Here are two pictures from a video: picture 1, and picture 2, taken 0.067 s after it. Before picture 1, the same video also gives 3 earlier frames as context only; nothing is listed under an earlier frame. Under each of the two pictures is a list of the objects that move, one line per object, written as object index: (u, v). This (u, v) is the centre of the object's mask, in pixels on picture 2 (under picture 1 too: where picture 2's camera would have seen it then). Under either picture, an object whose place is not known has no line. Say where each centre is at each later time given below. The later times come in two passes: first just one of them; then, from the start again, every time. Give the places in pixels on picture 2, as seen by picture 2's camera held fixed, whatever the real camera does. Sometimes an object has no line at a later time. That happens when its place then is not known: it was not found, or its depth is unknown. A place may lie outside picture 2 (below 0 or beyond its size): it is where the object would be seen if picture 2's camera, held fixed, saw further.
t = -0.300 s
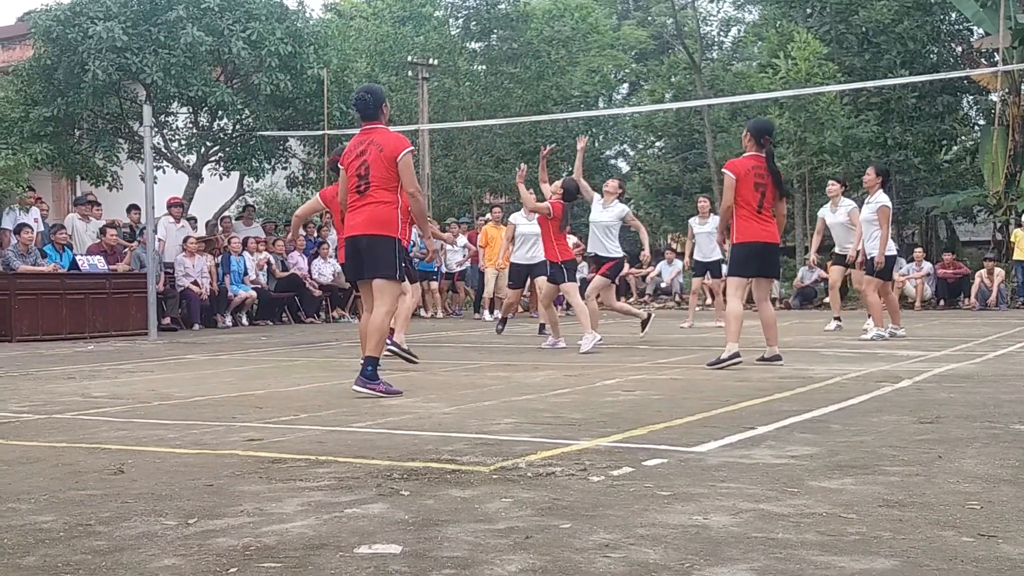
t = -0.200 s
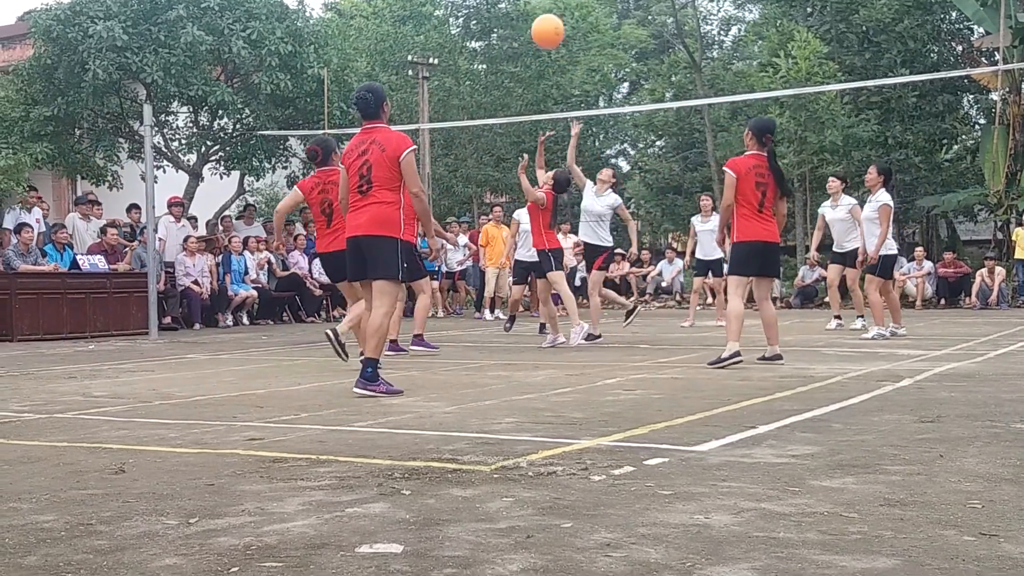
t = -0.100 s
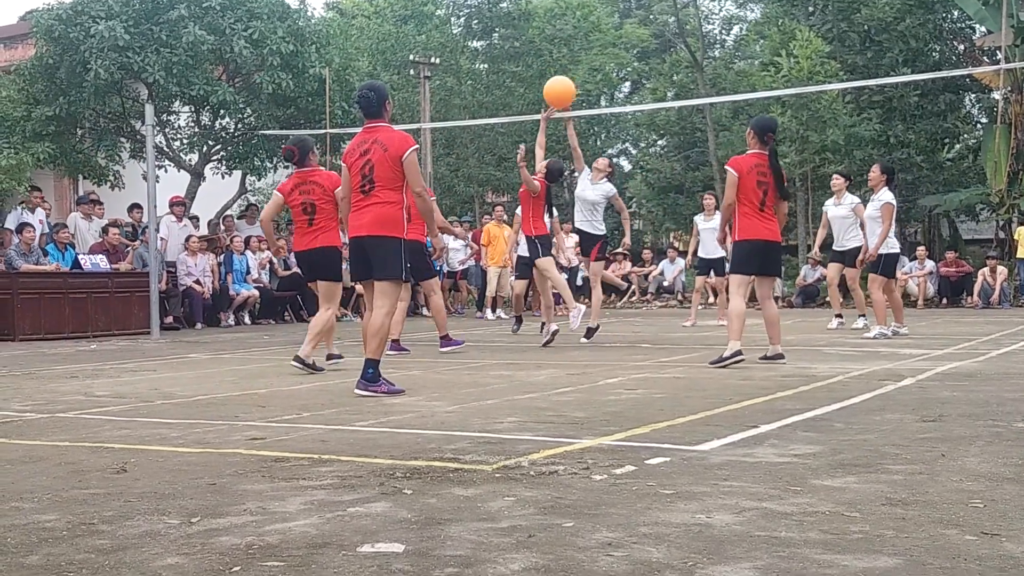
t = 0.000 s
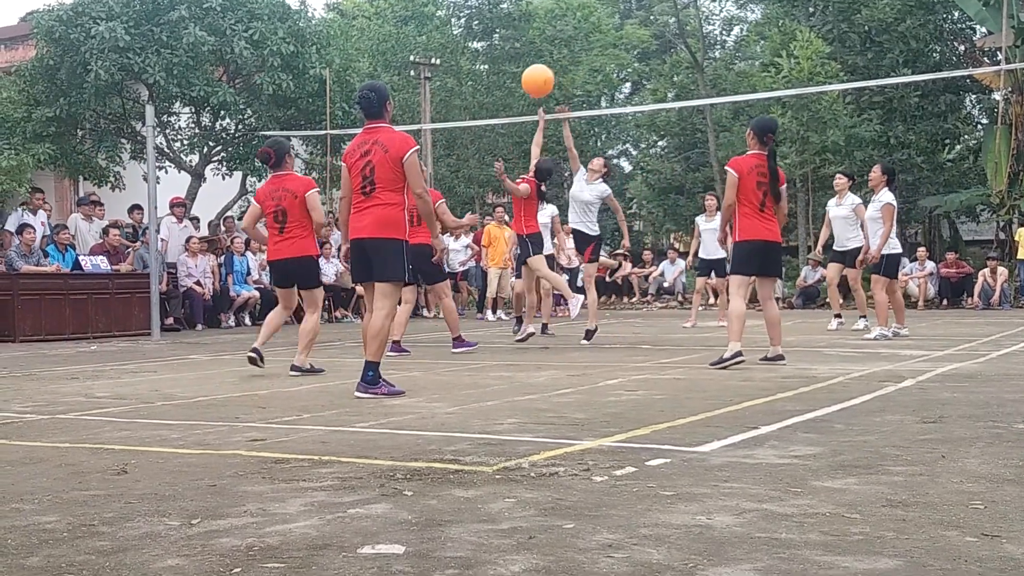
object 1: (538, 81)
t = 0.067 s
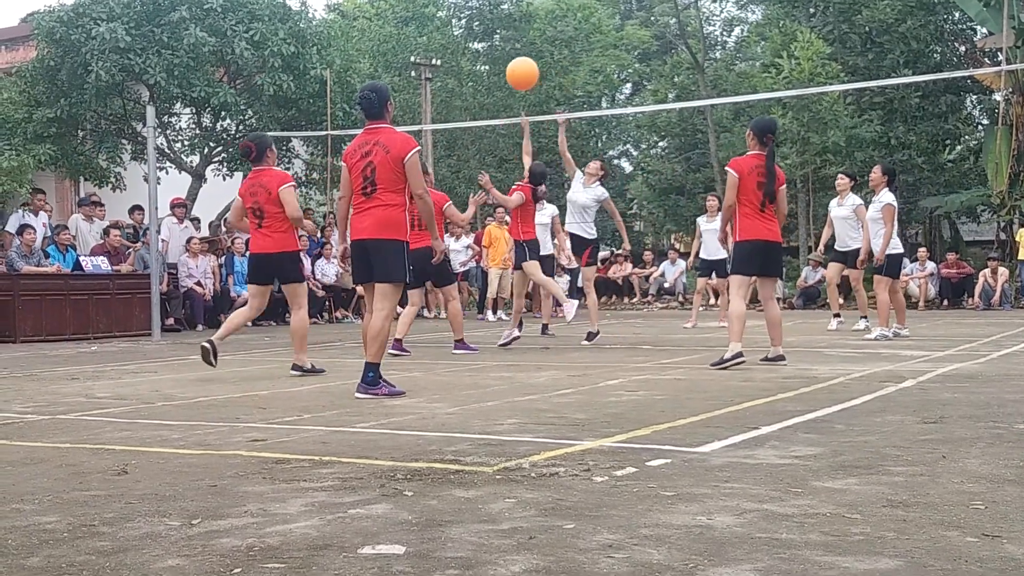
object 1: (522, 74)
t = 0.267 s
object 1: (474, 81)
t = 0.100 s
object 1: (514, 71)
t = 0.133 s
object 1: (506, 70)
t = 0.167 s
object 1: (497, 71)
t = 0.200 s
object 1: (489, 73)
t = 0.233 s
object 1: (482, 77)
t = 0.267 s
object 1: (474, 81)
